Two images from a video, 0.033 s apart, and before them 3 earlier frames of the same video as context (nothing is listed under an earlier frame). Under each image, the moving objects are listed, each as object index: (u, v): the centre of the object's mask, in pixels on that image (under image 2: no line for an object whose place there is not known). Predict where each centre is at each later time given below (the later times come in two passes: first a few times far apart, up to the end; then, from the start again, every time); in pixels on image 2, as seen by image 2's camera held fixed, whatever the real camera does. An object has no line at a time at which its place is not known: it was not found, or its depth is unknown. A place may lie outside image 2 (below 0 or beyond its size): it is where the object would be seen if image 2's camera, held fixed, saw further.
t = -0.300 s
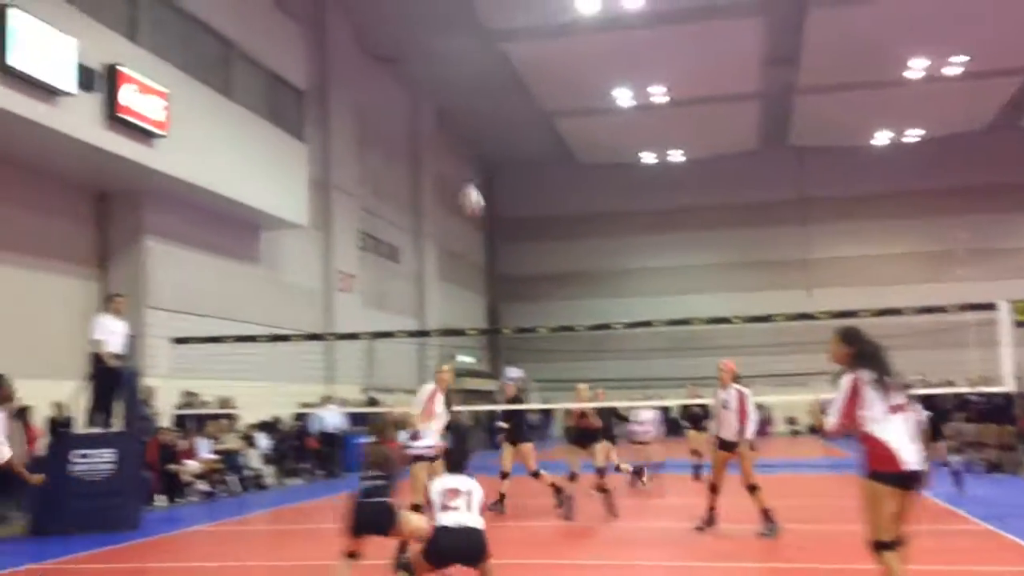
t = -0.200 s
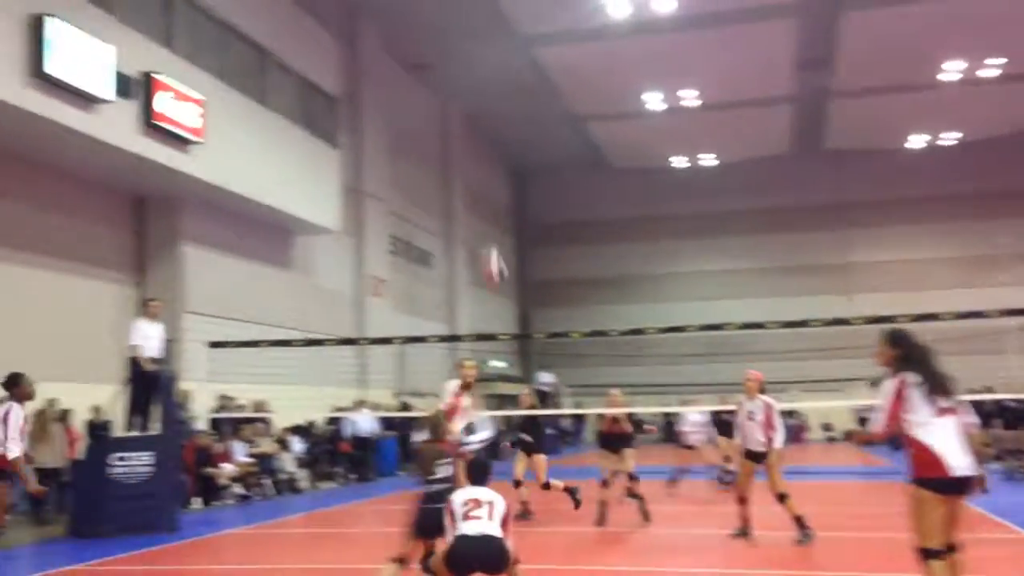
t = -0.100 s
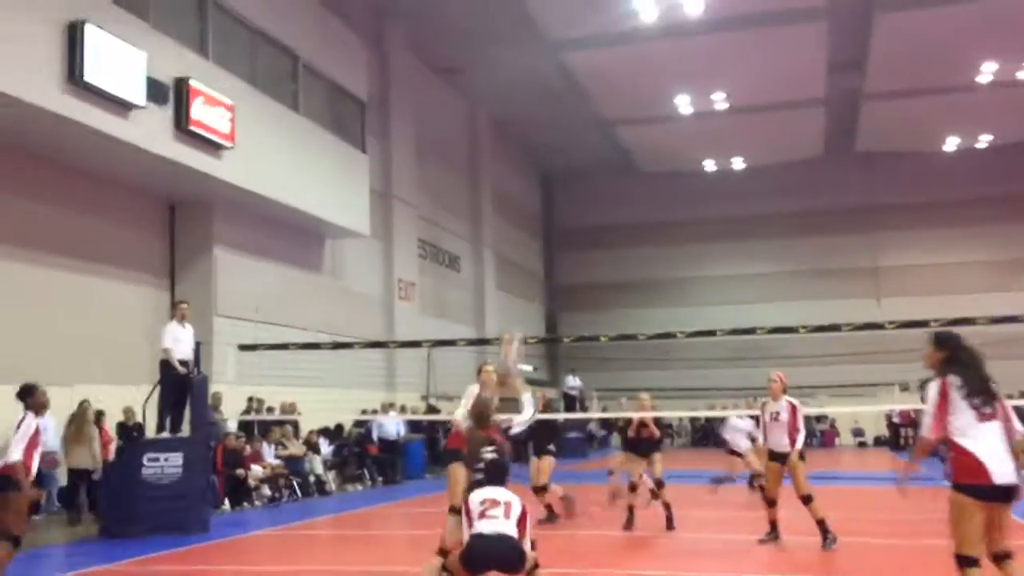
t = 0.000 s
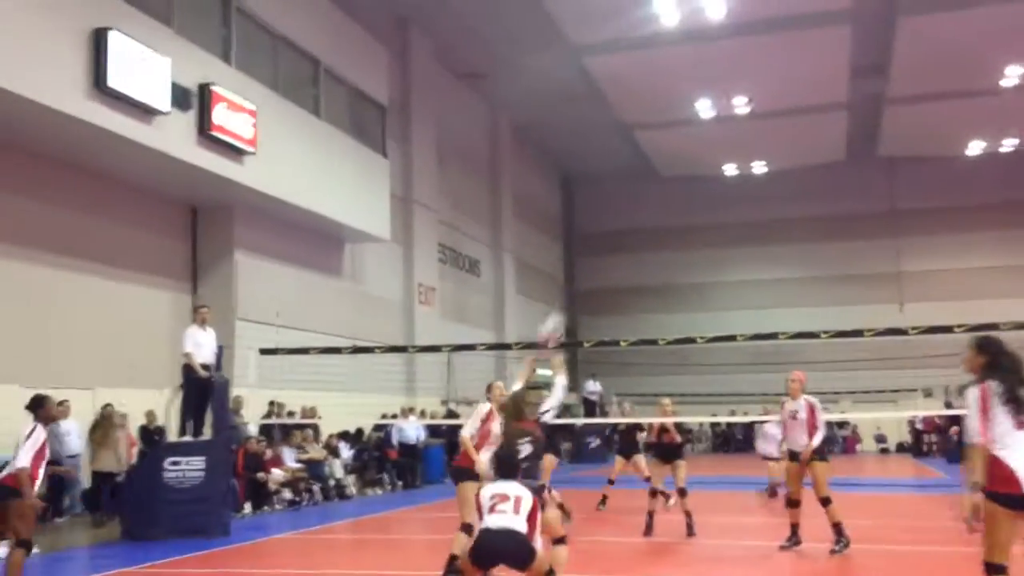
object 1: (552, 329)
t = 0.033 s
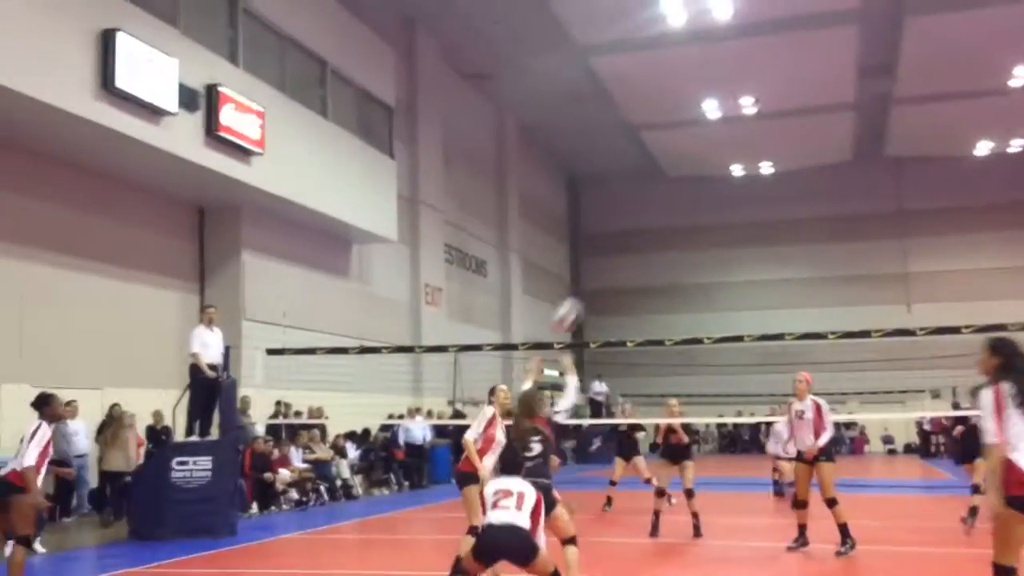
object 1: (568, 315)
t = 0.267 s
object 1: (627, 246)
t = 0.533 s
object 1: (686, 249)
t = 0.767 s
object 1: (730, 310)
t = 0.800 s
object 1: (737, 323)
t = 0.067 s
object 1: (576, 301)
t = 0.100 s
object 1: (586, 287)
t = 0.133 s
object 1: (595, 276)
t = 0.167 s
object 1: (603, 266)
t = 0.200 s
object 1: (610, 259)
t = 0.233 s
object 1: (618, 252)
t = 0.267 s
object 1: (627, 246)
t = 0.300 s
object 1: (635, 243)
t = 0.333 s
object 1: (643, 241)
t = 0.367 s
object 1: (650, 239)
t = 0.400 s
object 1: (657, 239)
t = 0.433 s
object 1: (663, 240)
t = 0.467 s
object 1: (670, 241)
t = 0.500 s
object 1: (678, 245)
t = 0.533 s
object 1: (686, 249)
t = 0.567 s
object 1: (693, 257)
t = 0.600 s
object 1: (699, 263)
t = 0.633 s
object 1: (706, 271)
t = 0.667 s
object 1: (712, 276)
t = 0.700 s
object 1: (719, 287)
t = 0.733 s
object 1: (725, 298)
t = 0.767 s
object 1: (730, 310)
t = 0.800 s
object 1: (737, 323)
